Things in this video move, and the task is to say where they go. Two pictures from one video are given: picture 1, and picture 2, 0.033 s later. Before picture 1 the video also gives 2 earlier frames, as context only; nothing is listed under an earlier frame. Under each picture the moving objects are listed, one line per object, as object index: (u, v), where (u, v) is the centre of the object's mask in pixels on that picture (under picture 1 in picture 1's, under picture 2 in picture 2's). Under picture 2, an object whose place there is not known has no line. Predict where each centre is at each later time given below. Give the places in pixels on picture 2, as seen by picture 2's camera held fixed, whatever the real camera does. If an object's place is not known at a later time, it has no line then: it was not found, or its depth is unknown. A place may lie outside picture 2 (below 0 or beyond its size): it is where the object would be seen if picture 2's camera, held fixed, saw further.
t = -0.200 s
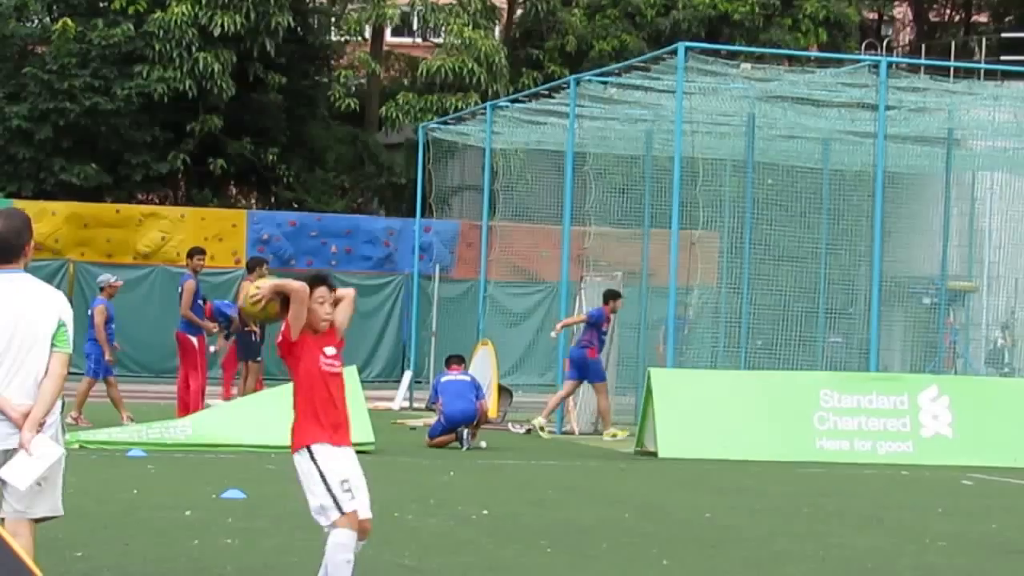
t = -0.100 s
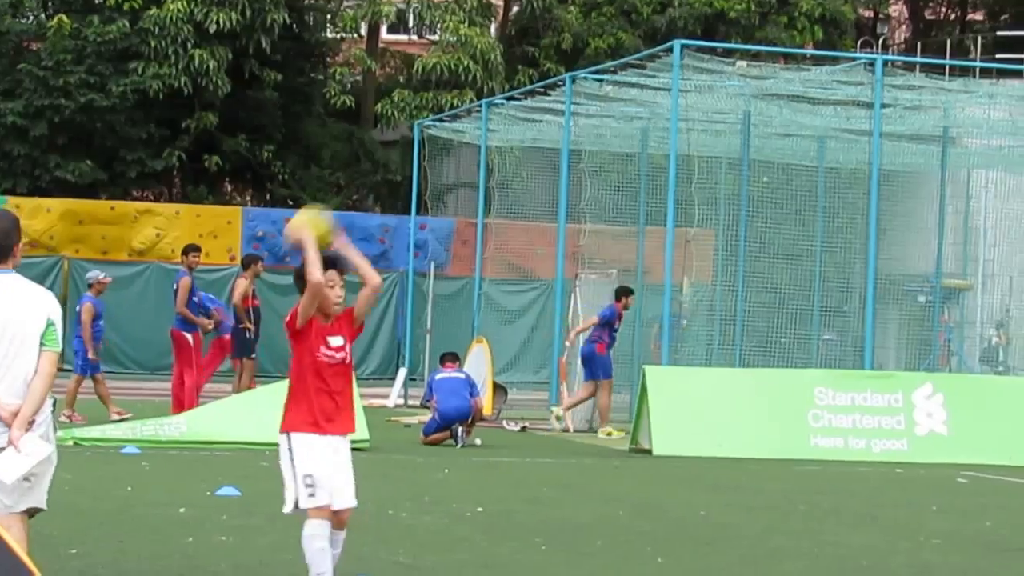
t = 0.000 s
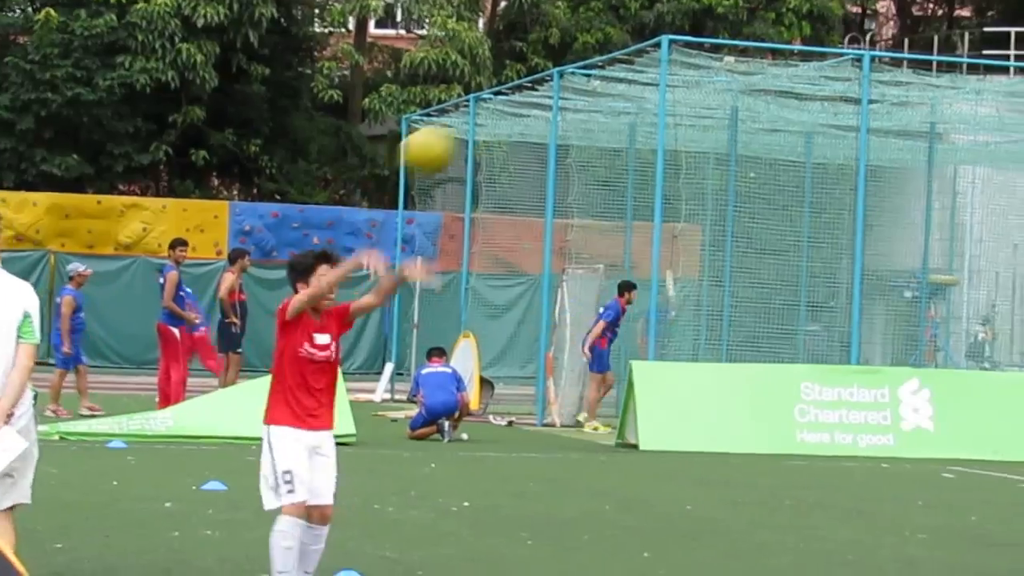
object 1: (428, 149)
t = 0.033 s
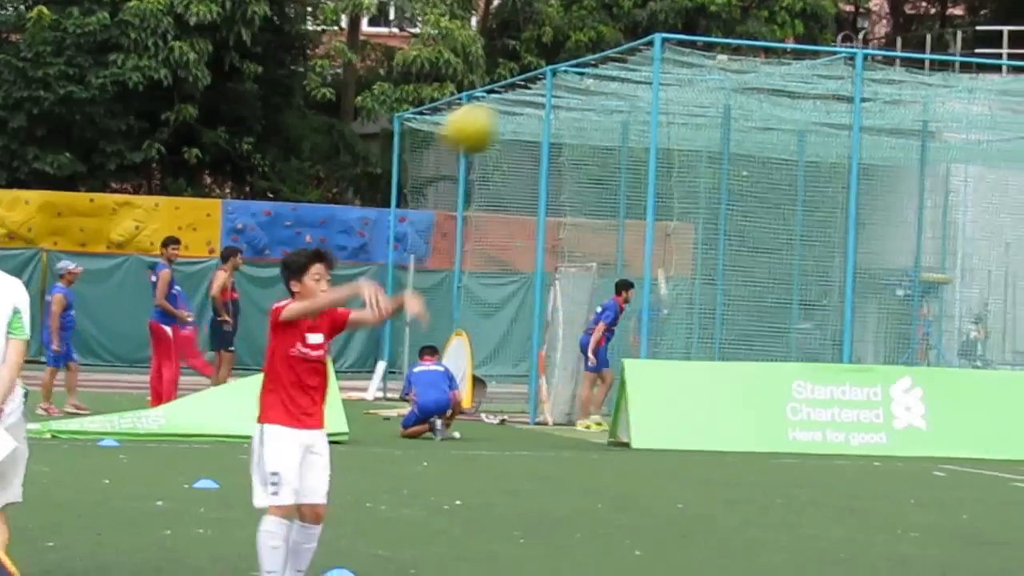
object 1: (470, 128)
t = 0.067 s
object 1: (520, 111)
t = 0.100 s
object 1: (572, 97)
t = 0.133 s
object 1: (623, 84)
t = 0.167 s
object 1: (677, 75)
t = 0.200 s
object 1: (732, 68)
